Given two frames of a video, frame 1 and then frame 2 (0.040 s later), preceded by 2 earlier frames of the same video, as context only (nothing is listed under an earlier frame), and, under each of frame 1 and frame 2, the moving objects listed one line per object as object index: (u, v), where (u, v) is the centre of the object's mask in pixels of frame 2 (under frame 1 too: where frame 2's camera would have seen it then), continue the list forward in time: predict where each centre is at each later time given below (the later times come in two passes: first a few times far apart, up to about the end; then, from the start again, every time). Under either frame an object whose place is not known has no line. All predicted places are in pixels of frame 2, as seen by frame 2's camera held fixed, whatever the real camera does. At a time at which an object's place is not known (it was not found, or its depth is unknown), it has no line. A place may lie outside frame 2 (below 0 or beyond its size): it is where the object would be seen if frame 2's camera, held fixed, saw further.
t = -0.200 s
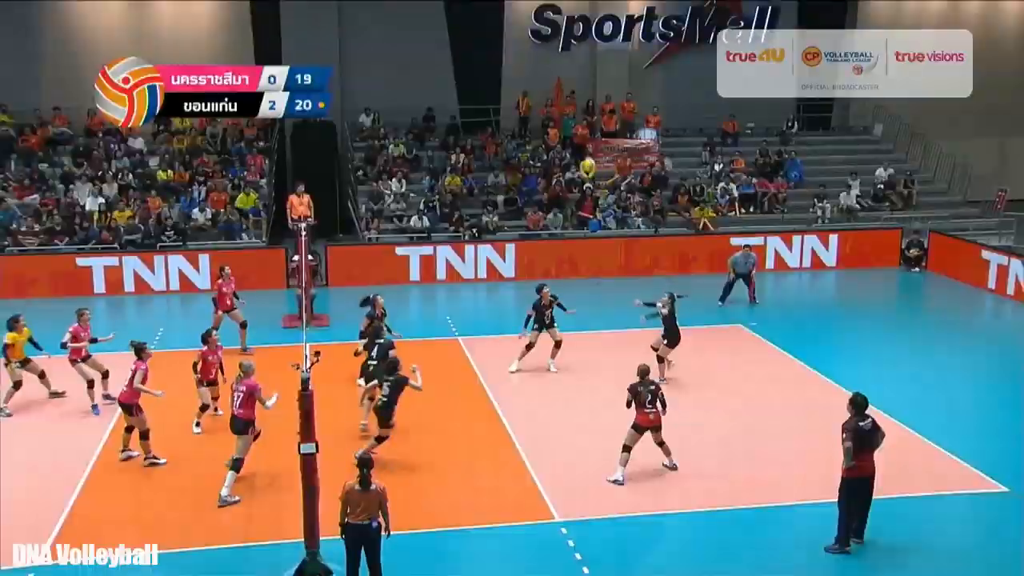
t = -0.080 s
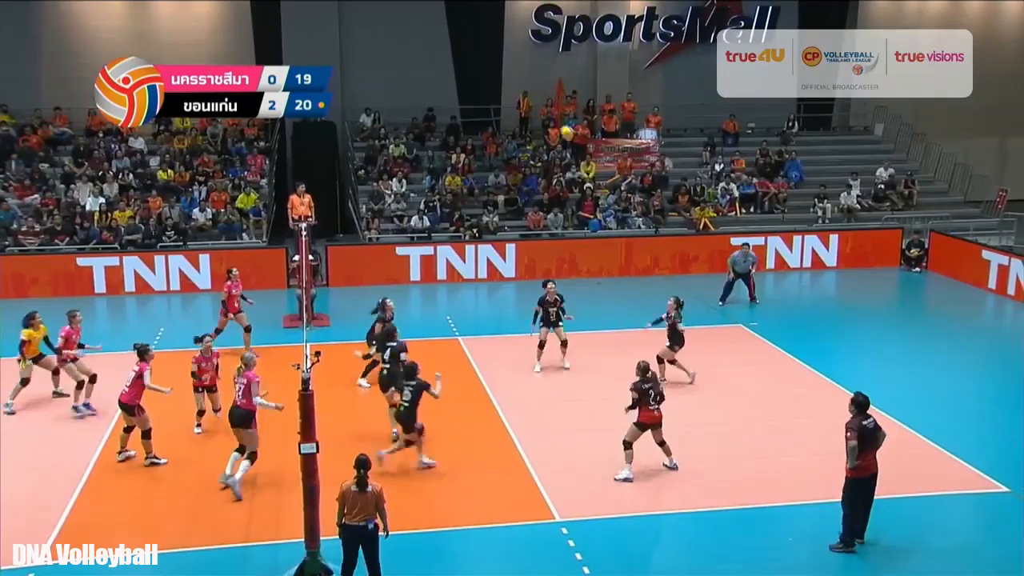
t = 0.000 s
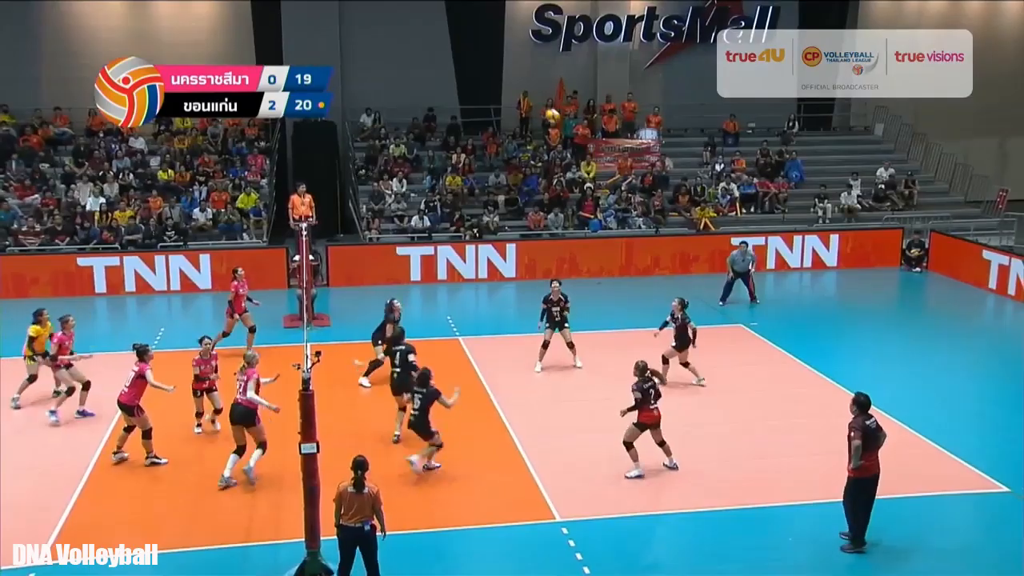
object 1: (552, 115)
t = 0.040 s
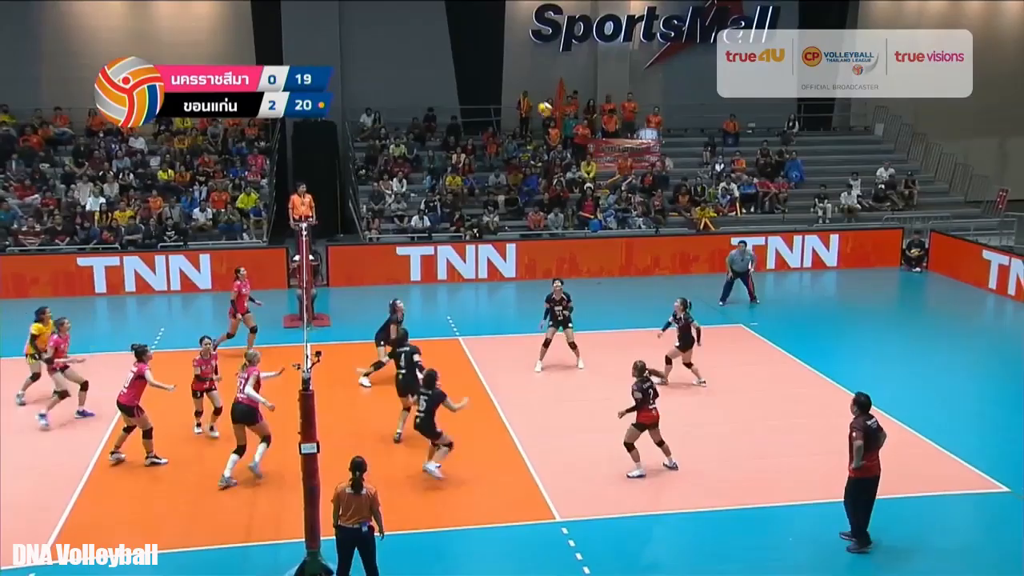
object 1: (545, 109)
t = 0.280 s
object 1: (500, 88)
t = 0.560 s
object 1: (450, 107)
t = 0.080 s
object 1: (537, 102)
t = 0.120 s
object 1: (530, 97)
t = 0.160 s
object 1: (522, 93)
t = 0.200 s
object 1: (515, 90)
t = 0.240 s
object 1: (508, 89)
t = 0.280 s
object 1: (500, 88)
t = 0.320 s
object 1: (493, 88)
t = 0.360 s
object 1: (485, 88)
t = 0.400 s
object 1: (478, 91)
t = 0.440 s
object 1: (471, 93)
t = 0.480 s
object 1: (464, 97)
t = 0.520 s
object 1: (457, 101)
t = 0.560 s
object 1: (450, 107)
